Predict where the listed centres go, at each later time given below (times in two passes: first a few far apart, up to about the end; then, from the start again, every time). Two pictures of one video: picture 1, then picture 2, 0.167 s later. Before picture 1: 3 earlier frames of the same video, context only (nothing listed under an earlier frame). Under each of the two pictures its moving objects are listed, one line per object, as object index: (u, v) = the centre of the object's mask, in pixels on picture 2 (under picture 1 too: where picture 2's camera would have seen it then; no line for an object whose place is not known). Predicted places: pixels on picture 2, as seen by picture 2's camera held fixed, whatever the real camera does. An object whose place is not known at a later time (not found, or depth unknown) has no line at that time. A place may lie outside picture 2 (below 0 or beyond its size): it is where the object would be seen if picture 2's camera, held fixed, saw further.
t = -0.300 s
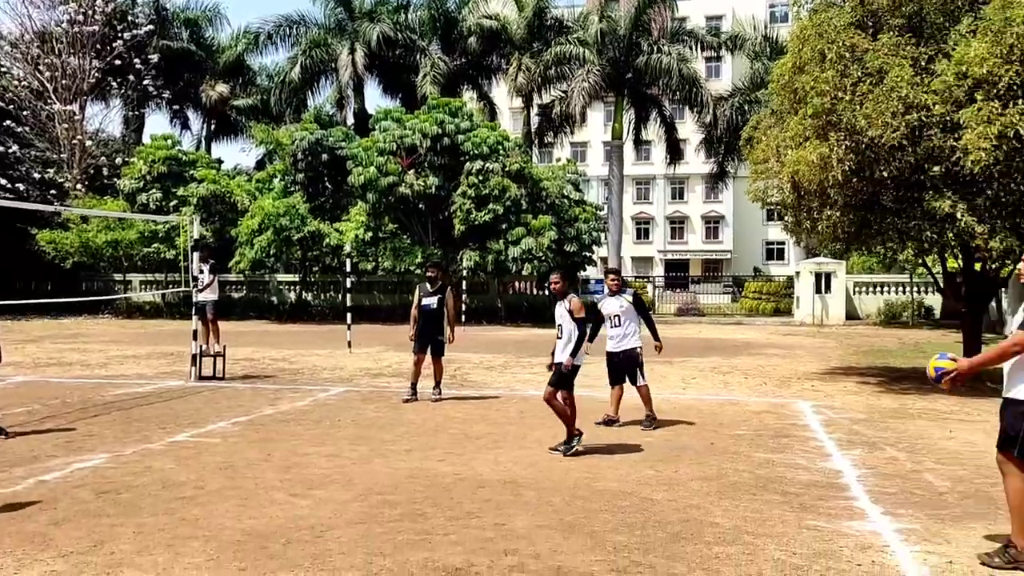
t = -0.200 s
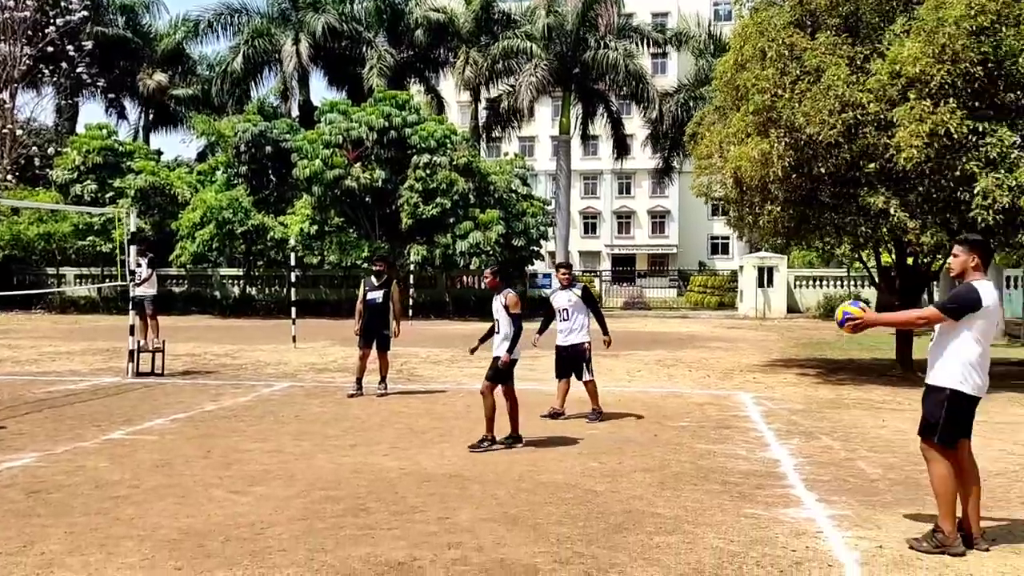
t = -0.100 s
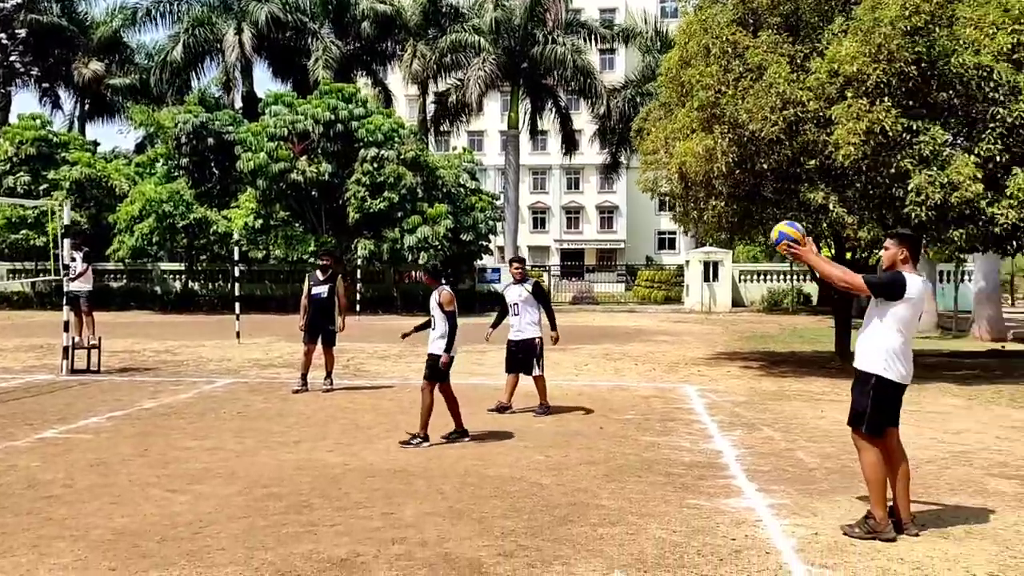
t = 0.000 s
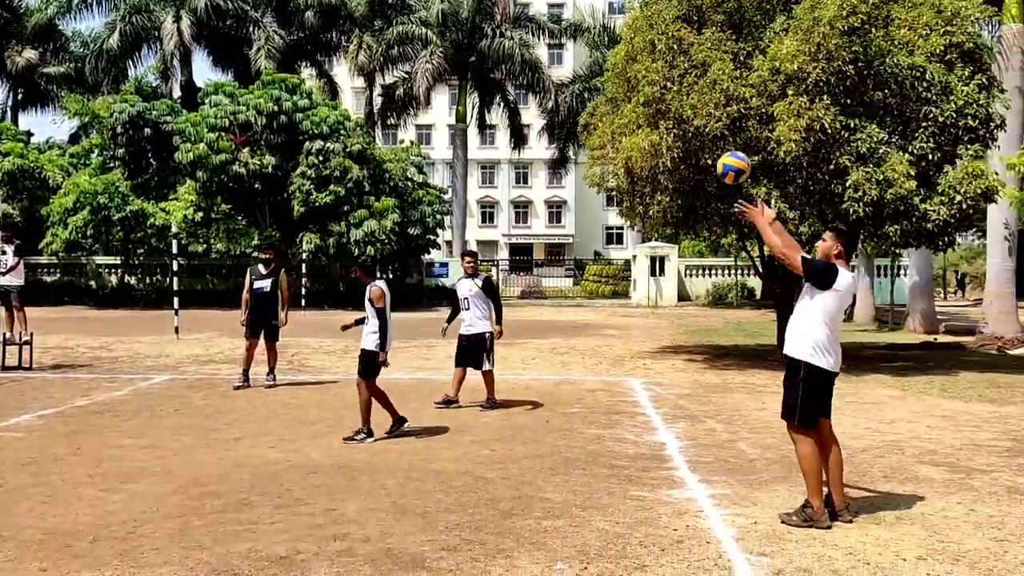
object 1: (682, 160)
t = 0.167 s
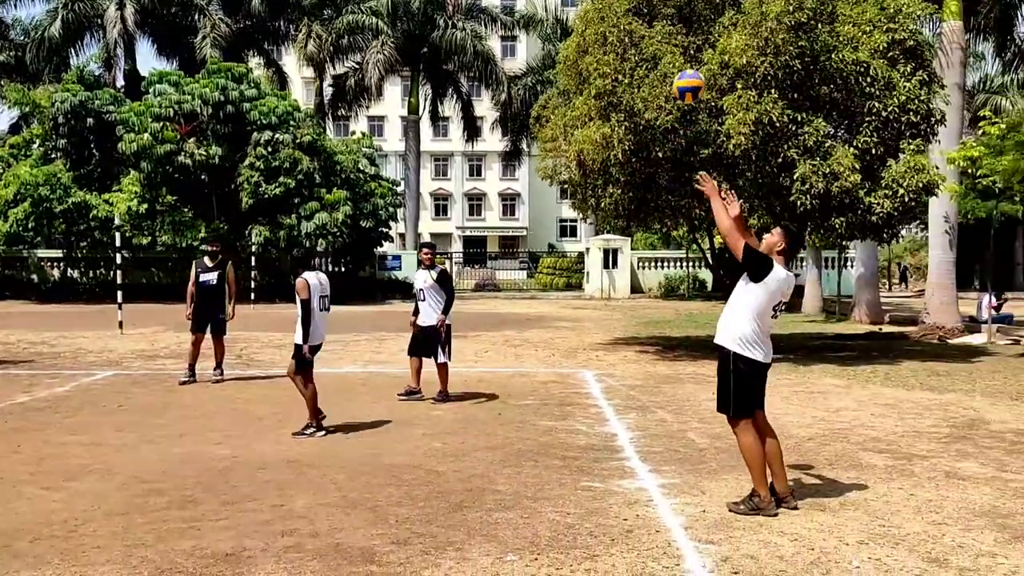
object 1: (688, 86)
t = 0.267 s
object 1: (692, 61)
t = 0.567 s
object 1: (705, 78)
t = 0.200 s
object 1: (689, 76)
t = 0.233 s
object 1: (691, 68)
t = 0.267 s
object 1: (692, 61)
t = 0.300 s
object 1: (694, 56)
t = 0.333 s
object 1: (695, 54)
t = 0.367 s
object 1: (697, 52)
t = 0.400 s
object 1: (697, 52)
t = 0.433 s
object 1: (699, 53)
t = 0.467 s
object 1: (701, 57)
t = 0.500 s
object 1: (702, 62)
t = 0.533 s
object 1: (703, 70)
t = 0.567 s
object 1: (705, 78)
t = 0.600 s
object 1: (707, 89)
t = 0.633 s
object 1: (708, 101)
